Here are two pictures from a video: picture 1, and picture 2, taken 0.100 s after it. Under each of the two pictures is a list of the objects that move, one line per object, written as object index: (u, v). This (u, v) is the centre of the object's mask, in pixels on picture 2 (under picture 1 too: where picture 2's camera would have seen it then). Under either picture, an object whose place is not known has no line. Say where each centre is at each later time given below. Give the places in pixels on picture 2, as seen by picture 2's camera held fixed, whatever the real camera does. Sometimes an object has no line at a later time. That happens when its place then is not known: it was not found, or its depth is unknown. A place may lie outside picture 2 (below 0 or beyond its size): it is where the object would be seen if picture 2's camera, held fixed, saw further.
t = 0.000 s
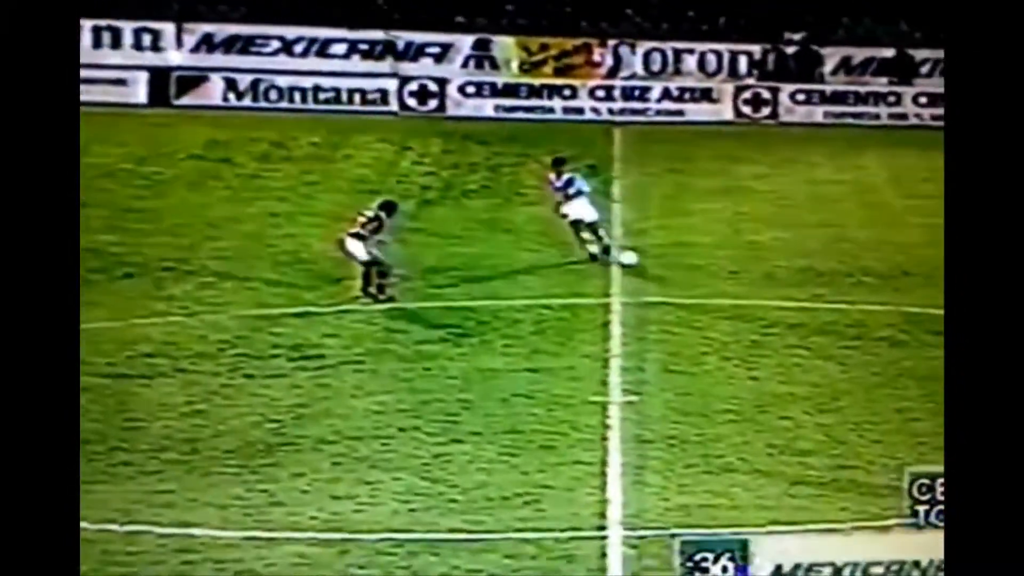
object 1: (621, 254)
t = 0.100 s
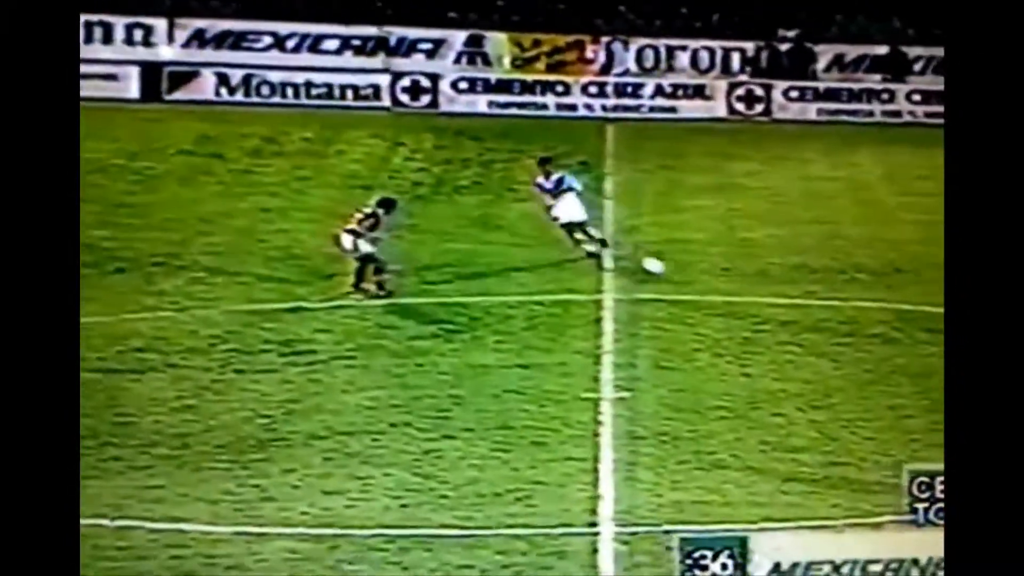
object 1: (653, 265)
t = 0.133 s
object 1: (665, 271)
